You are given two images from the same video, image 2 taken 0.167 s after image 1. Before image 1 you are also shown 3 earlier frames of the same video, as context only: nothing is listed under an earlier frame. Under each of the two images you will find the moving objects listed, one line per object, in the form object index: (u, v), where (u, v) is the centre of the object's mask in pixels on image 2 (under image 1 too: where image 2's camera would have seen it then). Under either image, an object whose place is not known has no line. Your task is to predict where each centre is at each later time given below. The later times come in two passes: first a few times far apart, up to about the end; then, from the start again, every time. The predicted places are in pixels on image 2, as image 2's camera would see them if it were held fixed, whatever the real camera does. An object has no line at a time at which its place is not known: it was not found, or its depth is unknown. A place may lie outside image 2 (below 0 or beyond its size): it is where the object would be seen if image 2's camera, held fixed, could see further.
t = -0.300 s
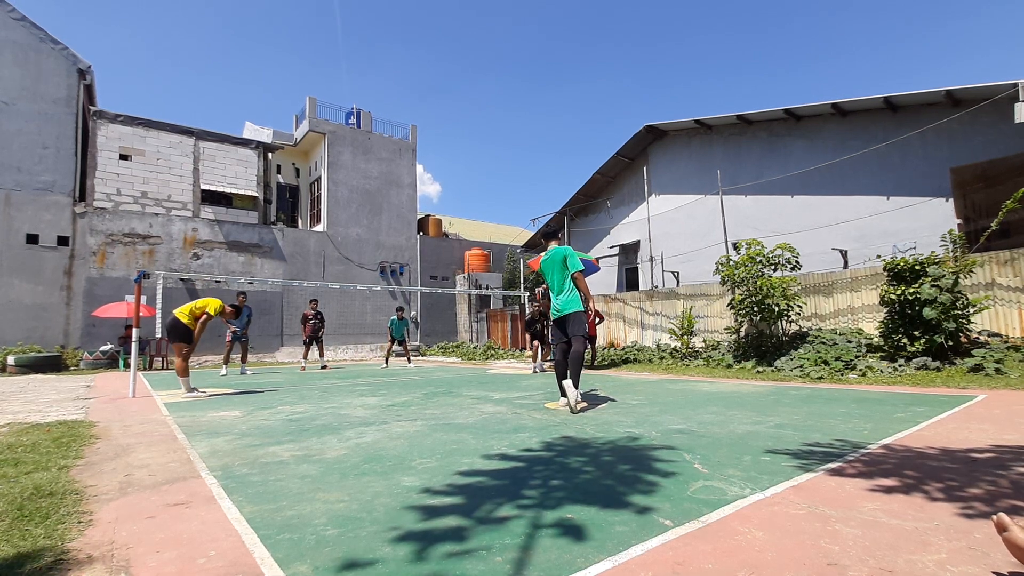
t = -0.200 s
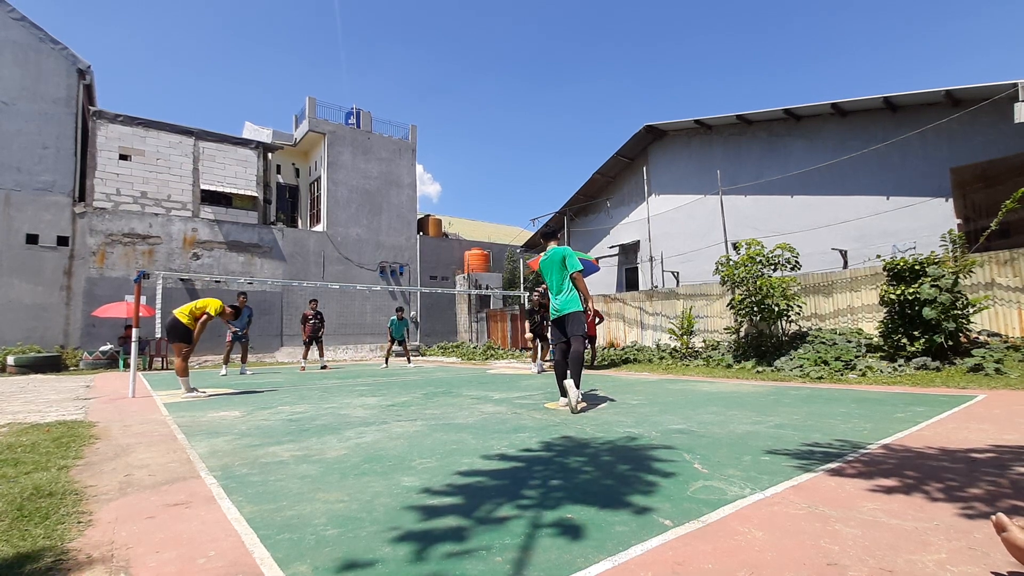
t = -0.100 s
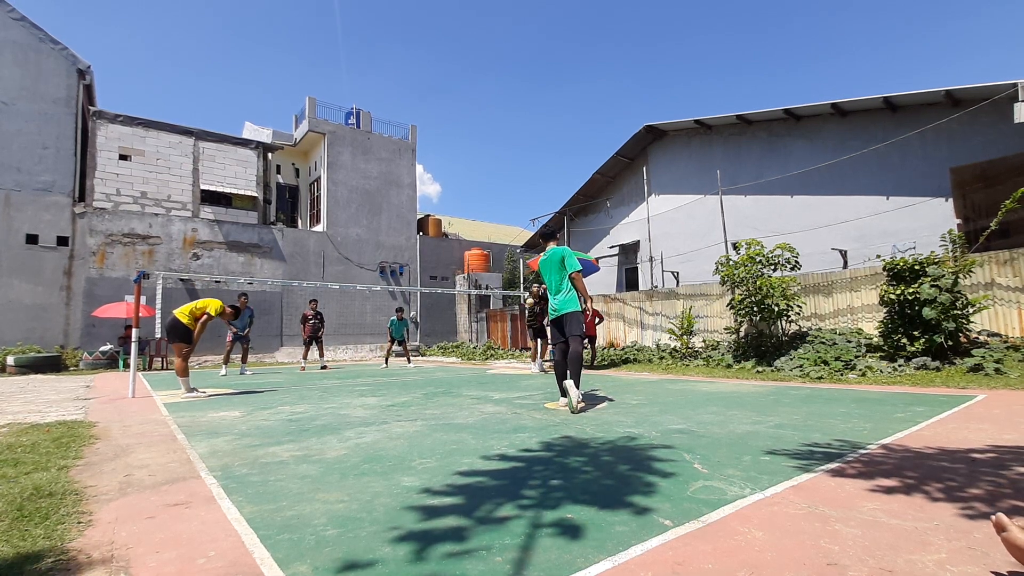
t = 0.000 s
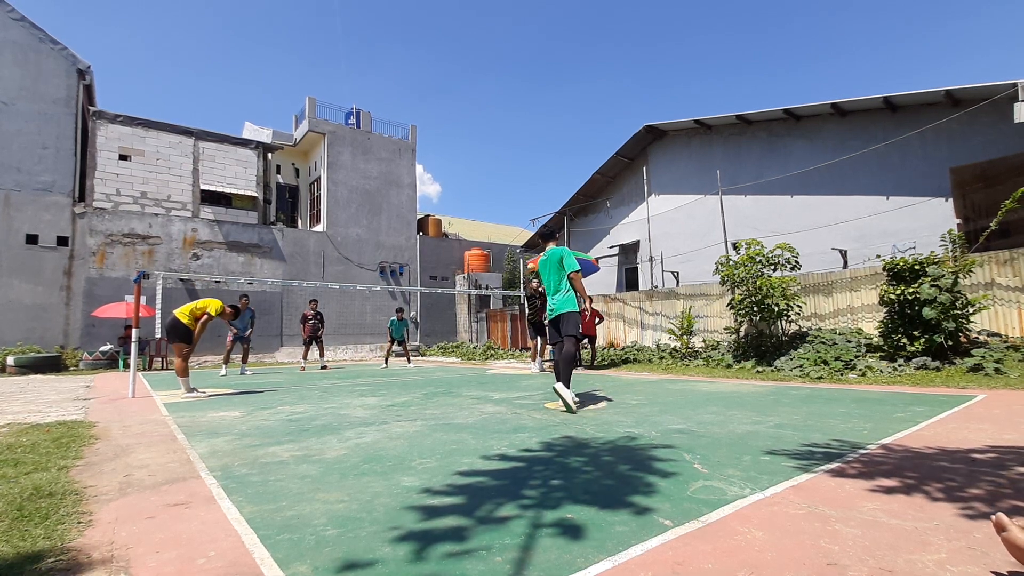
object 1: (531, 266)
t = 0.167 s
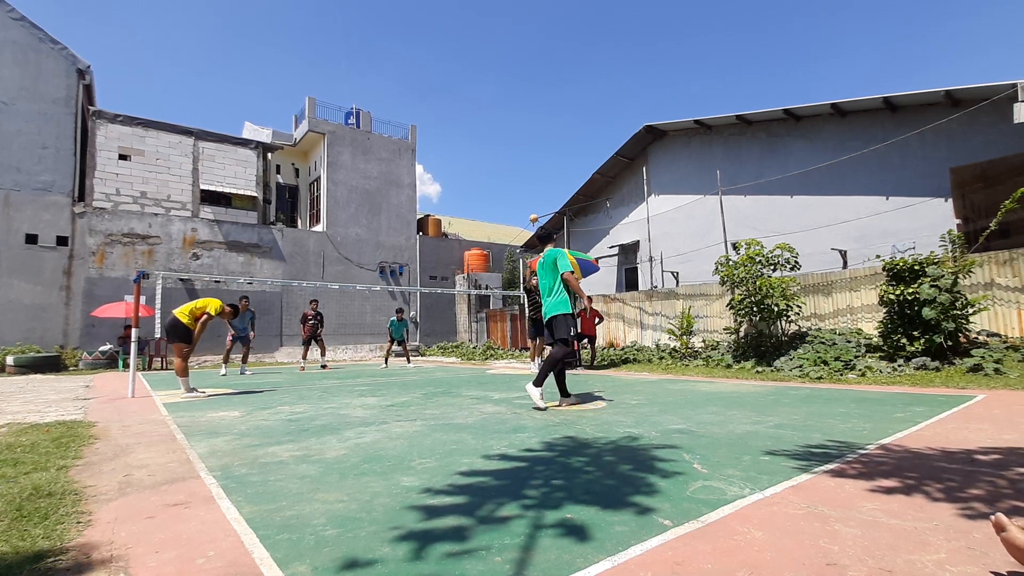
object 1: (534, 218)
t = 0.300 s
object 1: (536, 189)
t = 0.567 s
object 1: (544, 159)
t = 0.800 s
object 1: (553, 171)
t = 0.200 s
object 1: (534, 210)
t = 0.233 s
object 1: (535, 203)
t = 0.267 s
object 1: (536, 195)
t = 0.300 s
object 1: (536, 189)
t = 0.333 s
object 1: (537, 183)
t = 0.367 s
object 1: (538, 177)
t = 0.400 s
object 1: (539, 173)
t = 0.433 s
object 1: (540, 168)
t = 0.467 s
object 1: (541, 165)
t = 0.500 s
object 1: (542, 162)
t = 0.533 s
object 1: (543, 160)
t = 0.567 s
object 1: (544, 159)
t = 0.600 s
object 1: (545, 158)
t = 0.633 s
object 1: (546, 158)
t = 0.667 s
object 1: (547, 159)
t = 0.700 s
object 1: (549, 161)
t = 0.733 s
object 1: (550, 163)
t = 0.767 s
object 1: (551, 167)
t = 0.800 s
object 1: (553, 171)
